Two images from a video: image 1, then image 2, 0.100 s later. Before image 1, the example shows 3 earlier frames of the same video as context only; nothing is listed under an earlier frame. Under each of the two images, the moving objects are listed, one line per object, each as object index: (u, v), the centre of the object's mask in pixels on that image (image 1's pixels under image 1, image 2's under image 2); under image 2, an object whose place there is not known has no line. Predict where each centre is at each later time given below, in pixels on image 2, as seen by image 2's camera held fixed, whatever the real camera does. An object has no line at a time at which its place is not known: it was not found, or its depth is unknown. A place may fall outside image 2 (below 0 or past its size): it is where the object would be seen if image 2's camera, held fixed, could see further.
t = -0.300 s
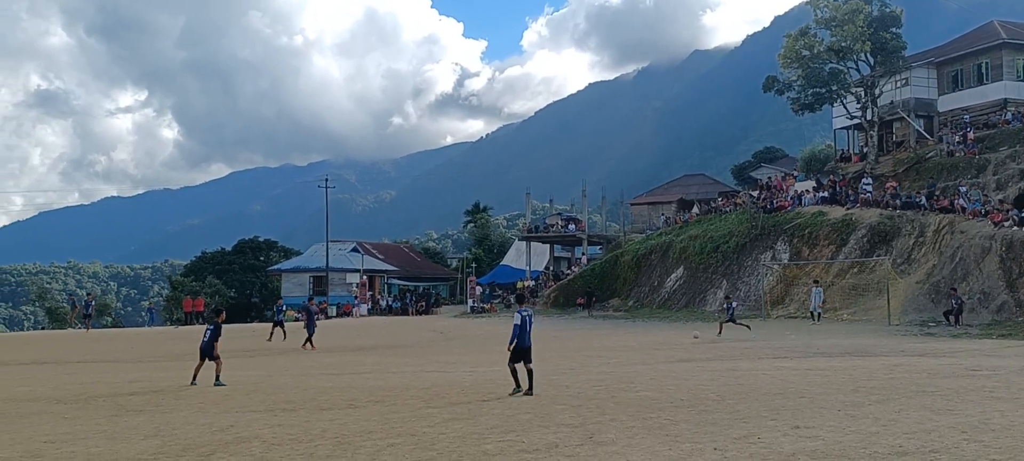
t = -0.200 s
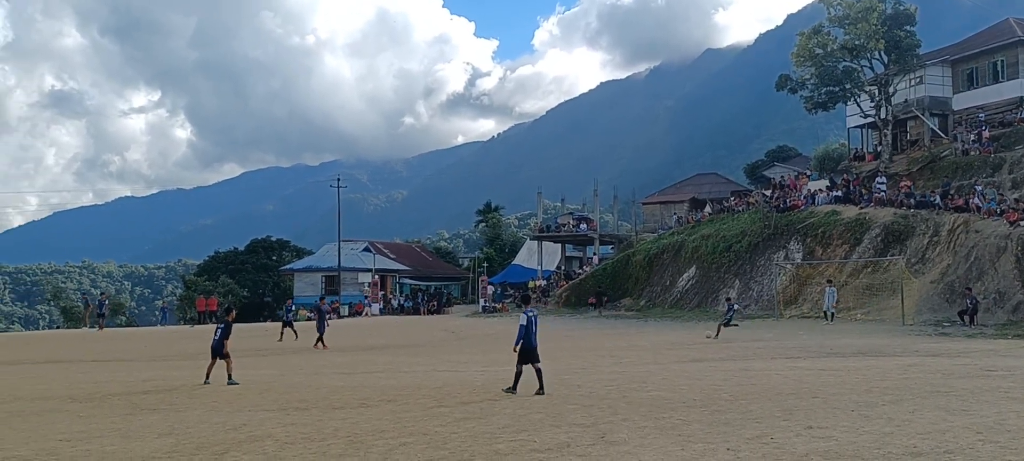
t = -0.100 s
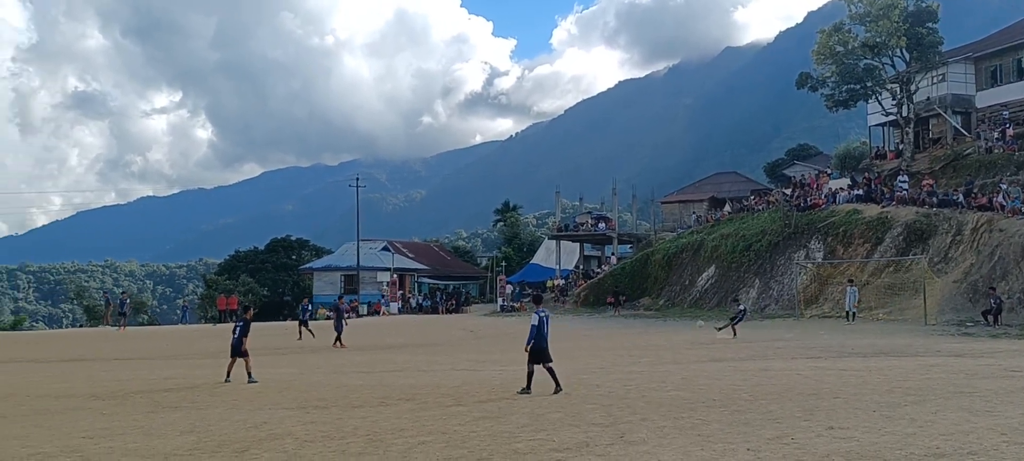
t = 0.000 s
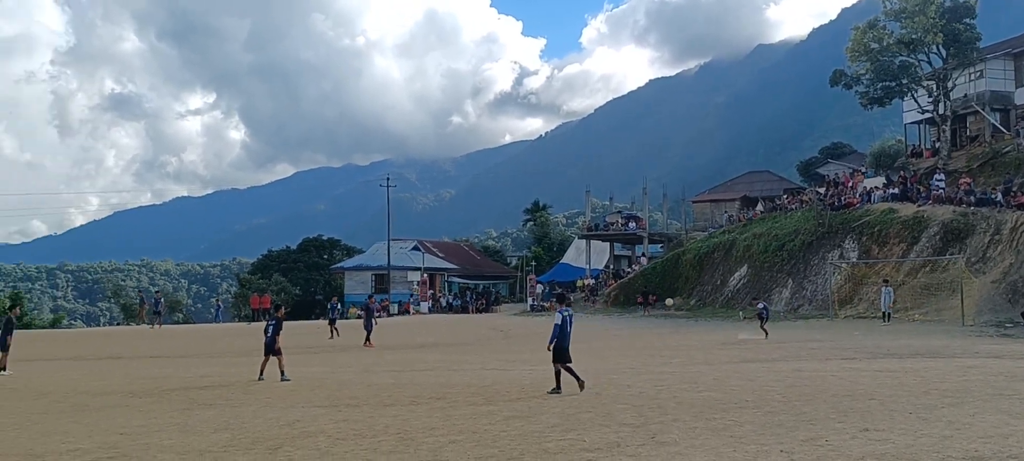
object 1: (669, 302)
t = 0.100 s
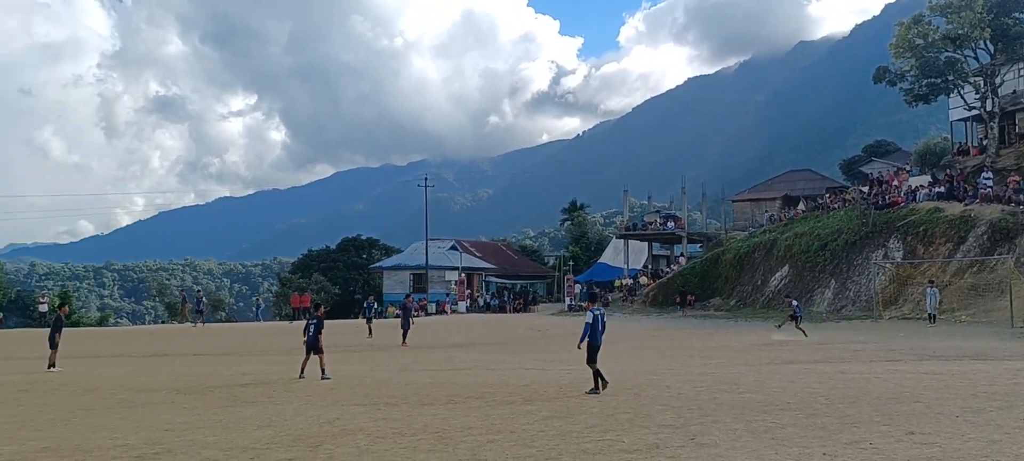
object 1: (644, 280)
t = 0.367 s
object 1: (467, 228)
